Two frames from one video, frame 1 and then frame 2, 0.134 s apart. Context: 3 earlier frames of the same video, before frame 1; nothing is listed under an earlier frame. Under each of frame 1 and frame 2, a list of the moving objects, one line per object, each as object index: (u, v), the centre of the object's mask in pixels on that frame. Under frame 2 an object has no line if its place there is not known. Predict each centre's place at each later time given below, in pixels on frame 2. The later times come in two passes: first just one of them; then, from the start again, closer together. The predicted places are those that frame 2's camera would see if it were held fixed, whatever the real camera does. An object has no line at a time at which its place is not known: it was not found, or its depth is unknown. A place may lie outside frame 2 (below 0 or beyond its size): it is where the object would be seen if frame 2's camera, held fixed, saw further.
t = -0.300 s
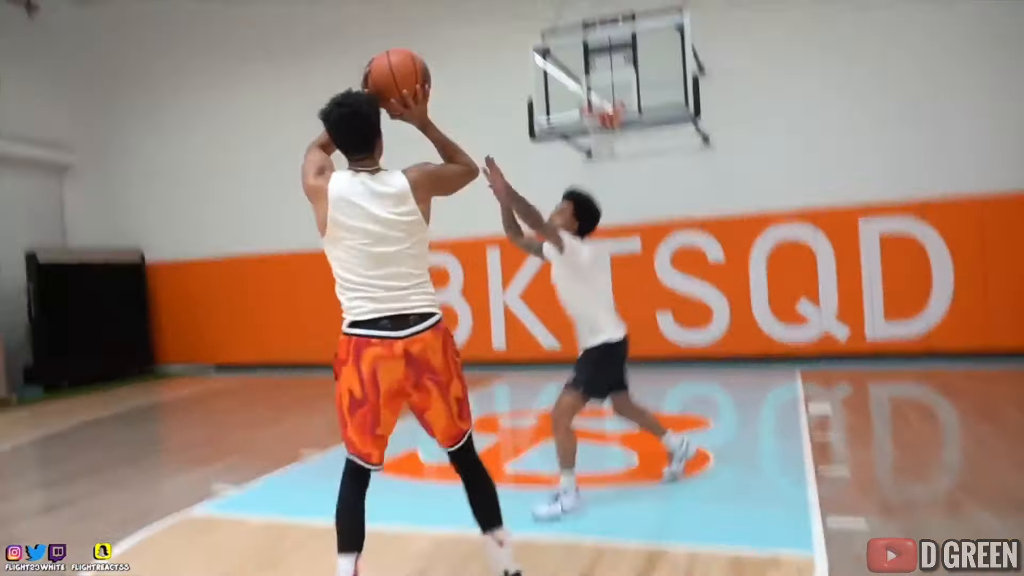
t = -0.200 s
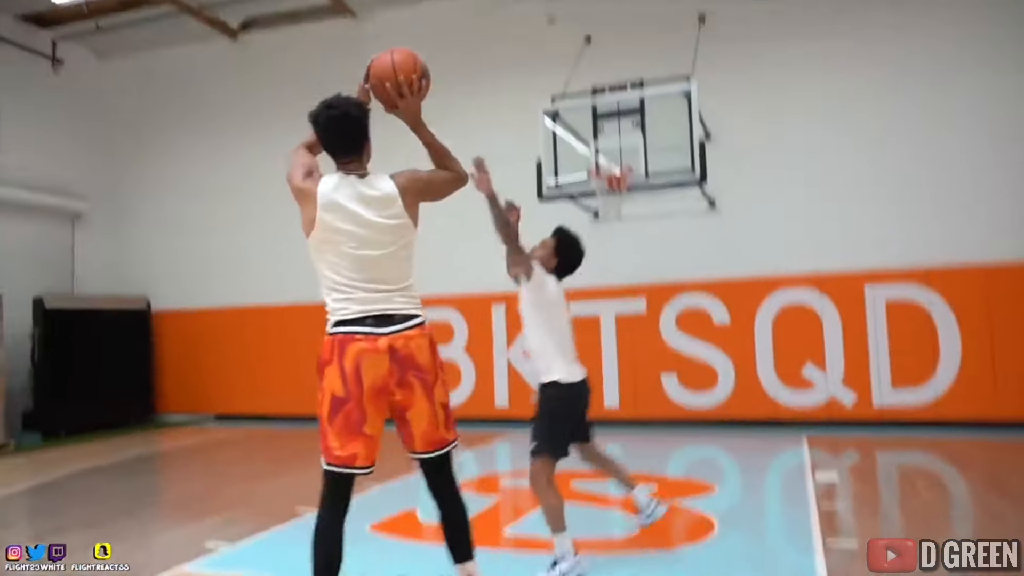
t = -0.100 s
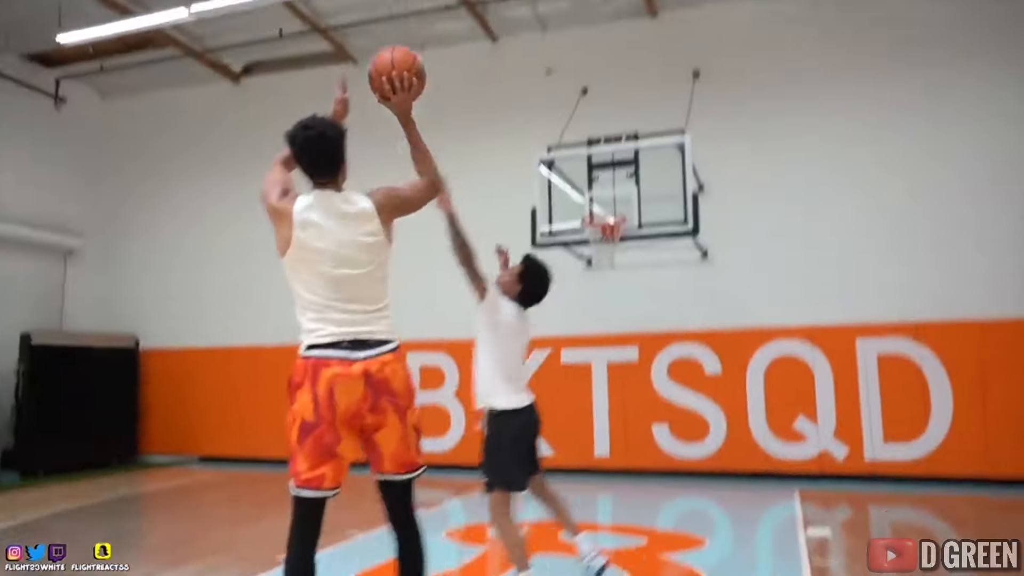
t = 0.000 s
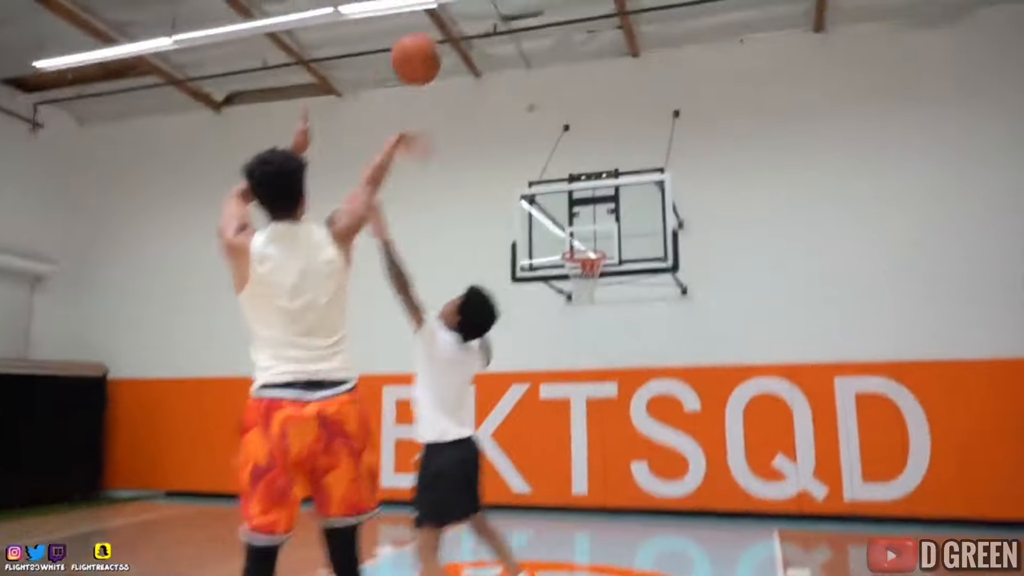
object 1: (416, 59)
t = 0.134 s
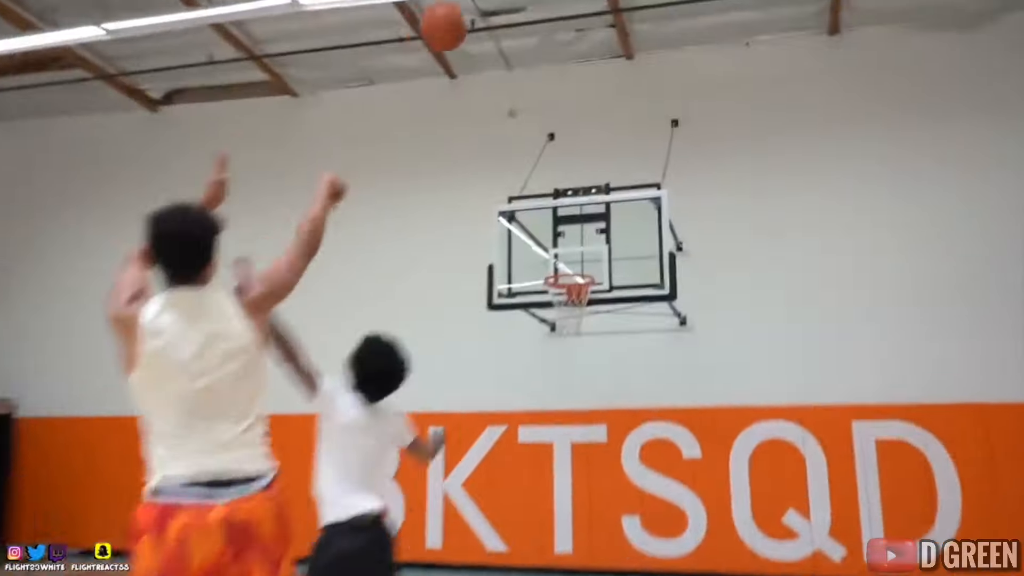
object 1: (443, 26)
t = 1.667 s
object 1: (619, 270)
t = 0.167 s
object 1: (456, 26)
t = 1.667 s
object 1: (619, 270)
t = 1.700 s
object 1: (621, 284)
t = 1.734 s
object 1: (621, 300)
